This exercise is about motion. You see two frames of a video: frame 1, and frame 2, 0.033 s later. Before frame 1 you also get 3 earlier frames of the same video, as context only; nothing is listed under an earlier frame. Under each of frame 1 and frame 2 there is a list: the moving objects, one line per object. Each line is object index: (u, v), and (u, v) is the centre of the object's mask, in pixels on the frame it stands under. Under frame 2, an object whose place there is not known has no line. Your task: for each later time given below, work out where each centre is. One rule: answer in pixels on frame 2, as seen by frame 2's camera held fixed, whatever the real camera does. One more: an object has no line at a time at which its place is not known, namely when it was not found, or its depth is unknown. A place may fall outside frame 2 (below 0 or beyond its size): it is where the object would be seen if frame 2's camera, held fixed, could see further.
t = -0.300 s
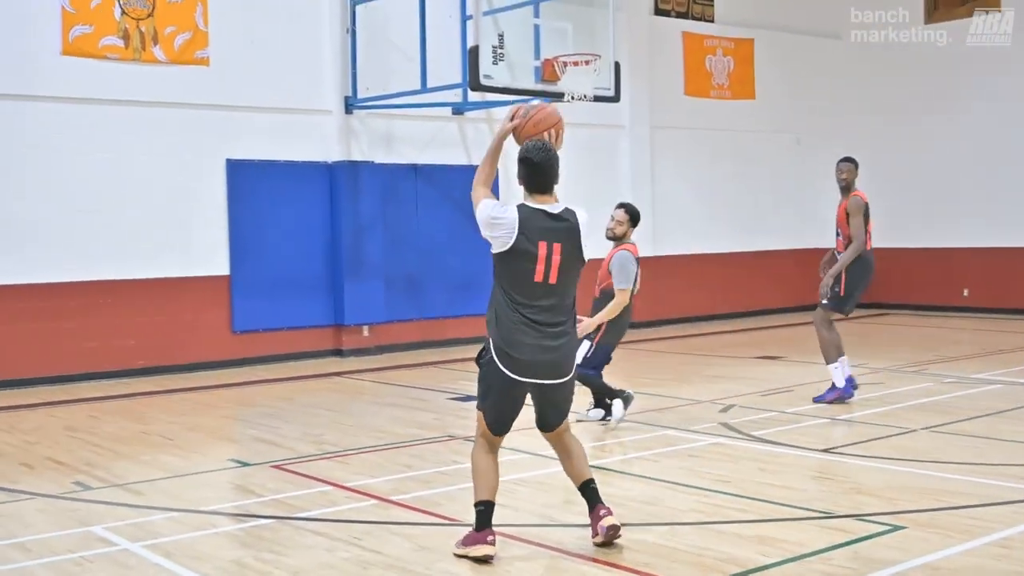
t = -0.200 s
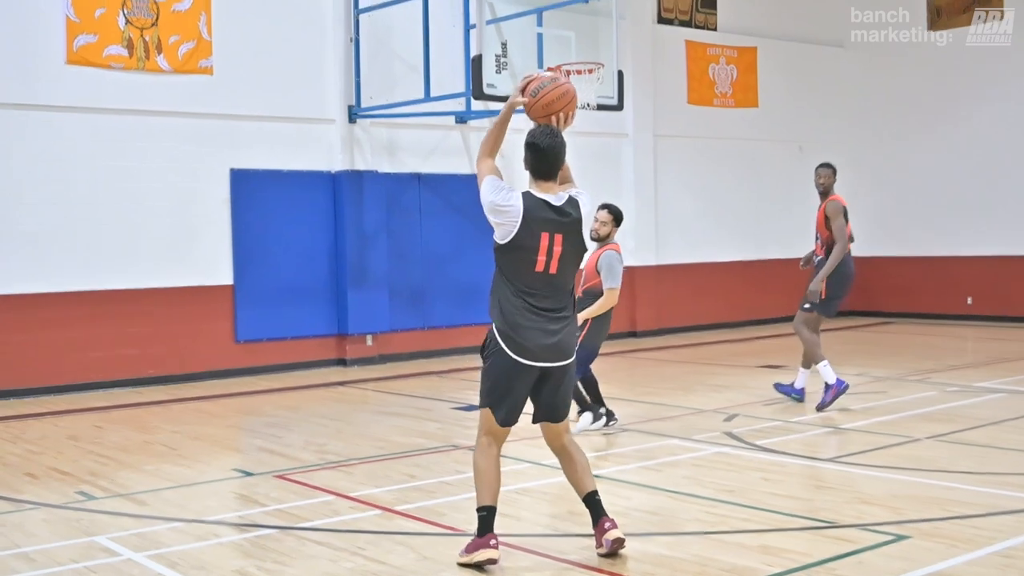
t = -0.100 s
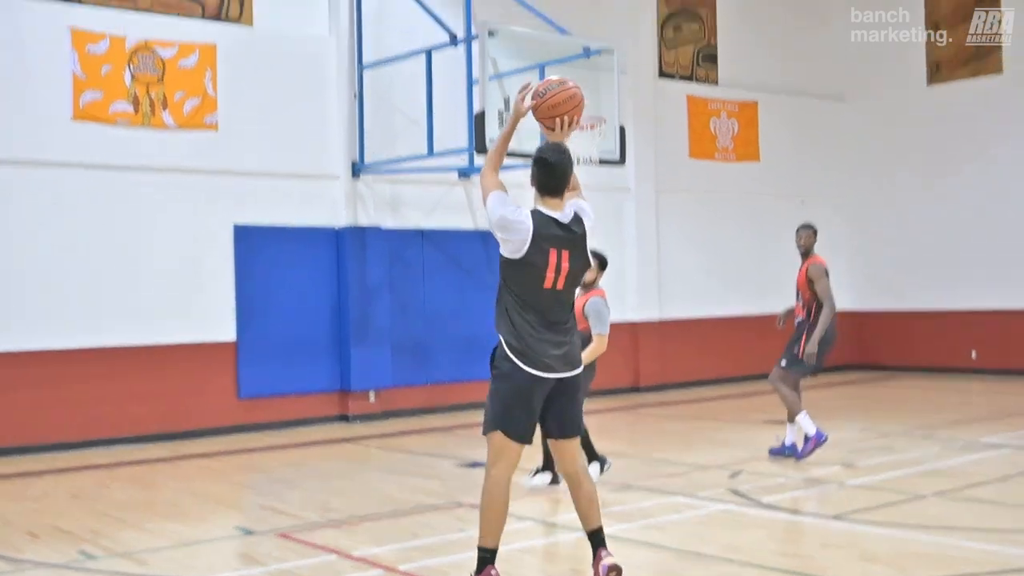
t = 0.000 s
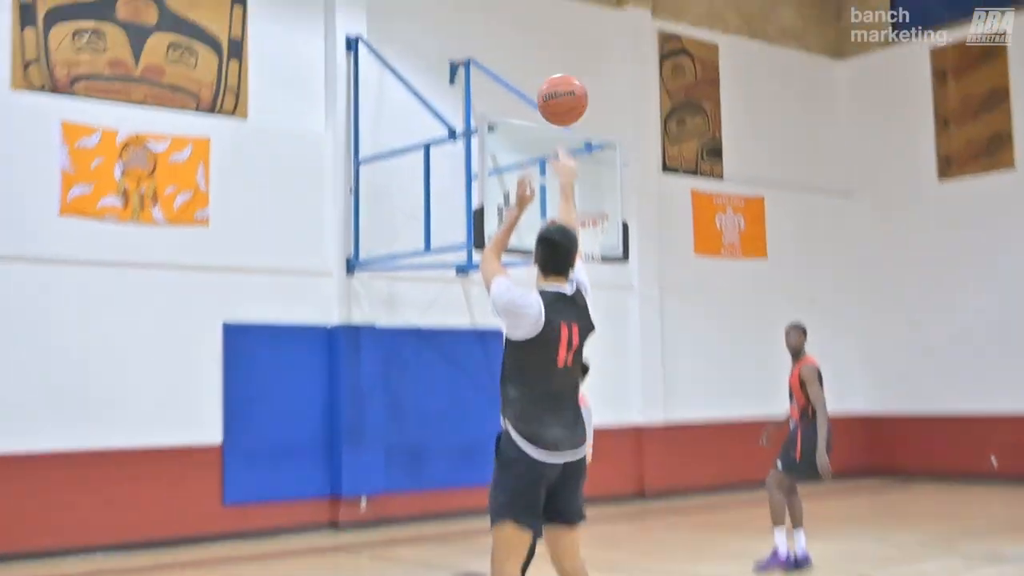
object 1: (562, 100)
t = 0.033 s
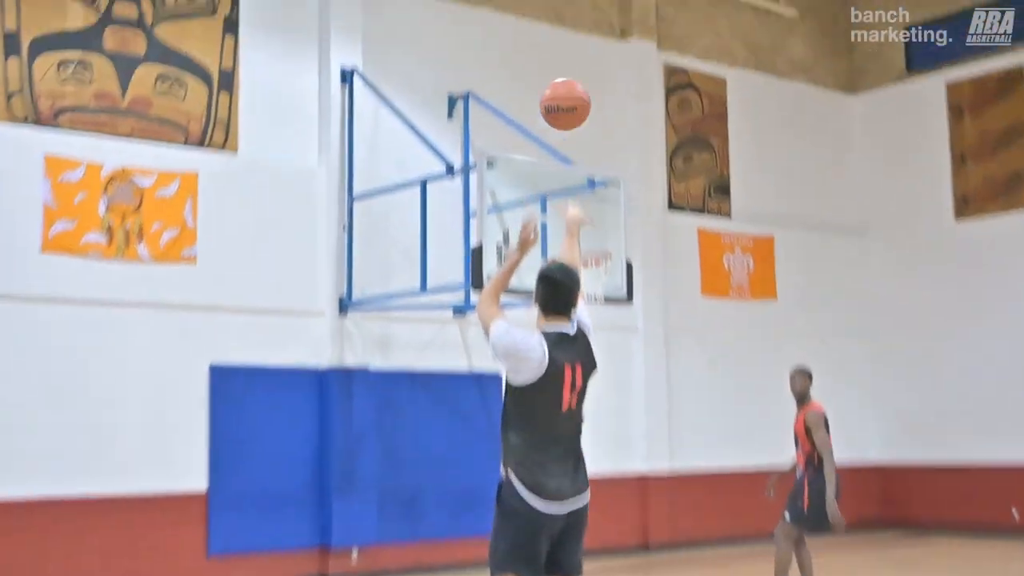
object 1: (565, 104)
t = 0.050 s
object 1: (566, 92)
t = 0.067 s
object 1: (566, 79)
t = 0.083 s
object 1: (567, 67)
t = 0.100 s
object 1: (567, 56)
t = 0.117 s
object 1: (569, 46)
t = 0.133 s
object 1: (569, 35)
